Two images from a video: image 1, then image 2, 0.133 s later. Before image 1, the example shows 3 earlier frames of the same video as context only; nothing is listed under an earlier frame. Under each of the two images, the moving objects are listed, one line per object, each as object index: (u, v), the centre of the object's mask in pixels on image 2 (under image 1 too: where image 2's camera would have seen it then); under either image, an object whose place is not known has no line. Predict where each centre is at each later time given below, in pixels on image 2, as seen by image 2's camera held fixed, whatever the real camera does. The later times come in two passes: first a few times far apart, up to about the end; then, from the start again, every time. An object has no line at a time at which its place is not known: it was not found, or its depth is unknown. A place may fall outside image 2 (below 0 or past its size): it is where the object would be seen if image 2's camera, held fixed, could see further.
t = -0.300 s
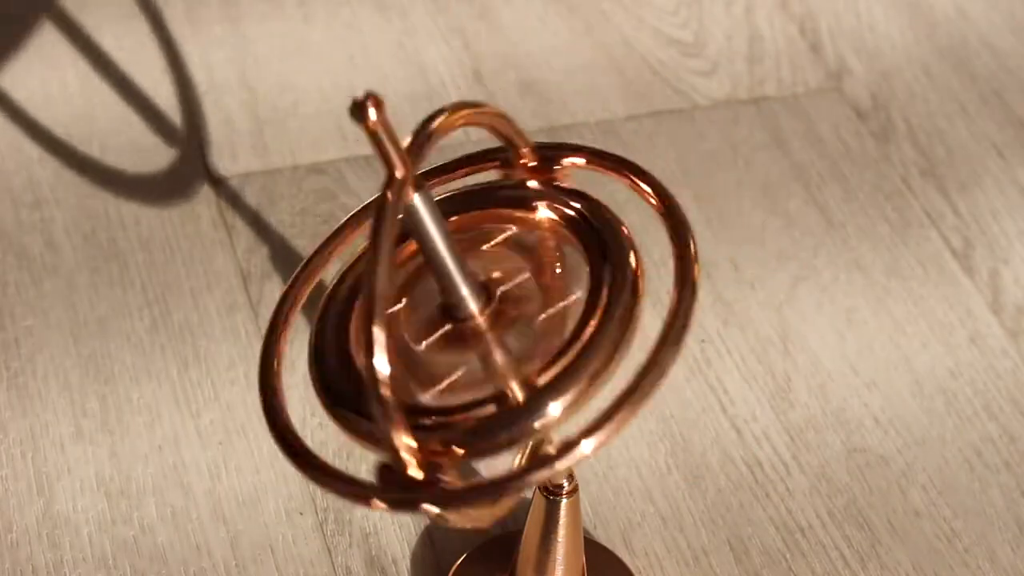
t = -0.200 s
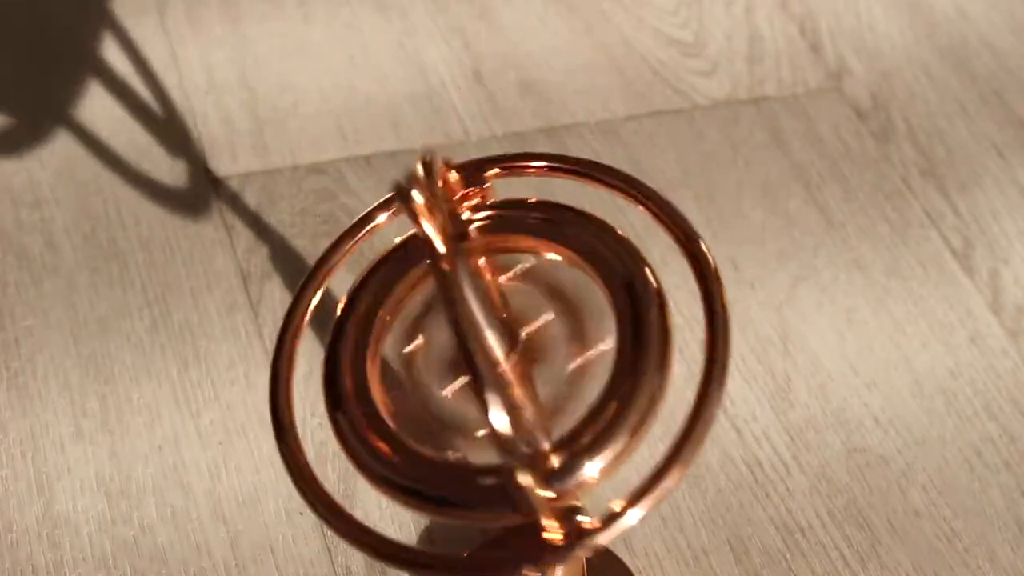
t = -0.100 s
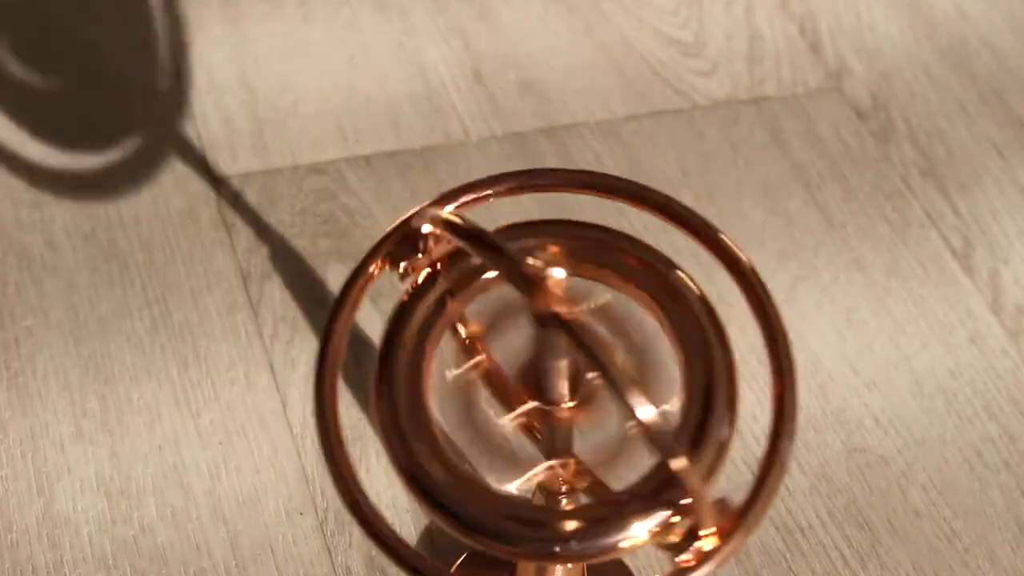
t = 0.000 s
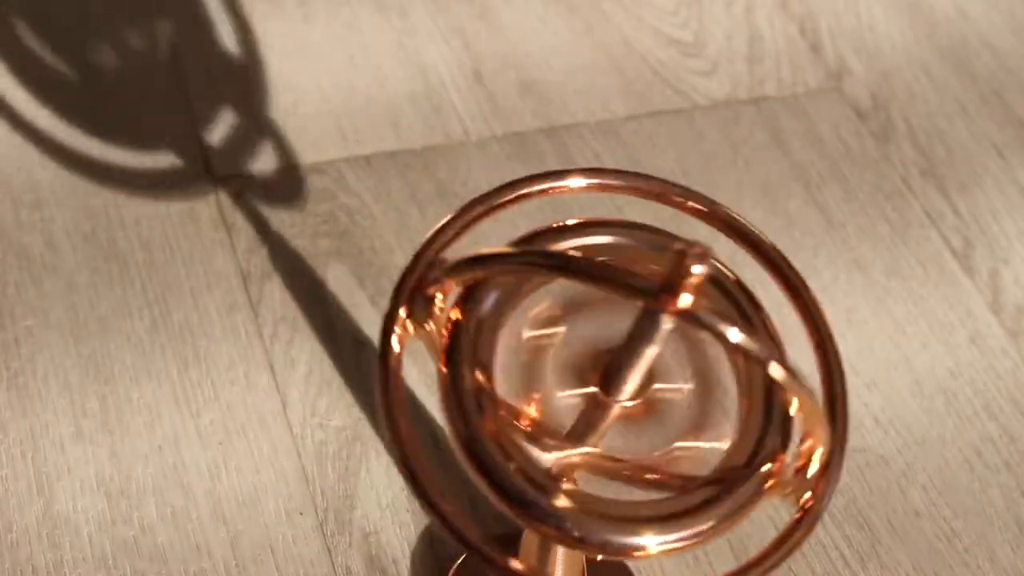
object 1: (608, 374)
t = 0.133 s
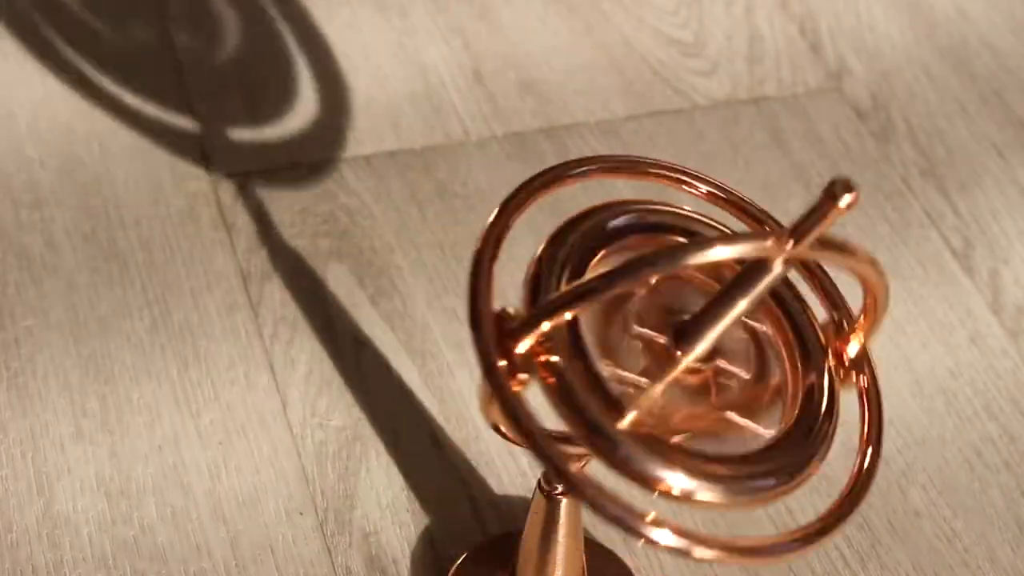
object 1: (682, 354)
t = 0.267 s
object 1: (677, 294)
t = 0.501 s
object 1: (568, 239)
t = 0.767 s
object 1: (470, 316)
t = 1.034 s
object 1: (580, 381)
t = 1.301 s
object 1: (693, 297)
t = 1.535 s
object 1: (578, 233)
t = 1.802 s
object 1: (470, 310)
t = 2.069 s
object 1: (586, 382)
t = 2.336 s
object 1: (688, 308)
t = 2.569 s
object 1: (582, 244)
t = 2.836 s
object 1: (464, 315)
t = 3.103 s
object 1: (586, 379)
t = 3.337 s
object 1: (696, 316)
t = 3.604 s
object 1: (562, 230)
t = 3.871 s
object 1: (464, 336)
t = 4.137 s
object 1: (618, 386)
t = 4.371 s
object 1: (695, 303)
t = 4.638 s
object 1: (533, 232)
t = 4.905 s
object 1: (475, 365)
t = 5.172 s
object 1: (649, 376)
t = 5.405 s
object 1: (683, 272)
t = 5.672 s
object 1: (487, 247)
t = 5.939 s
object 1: (520, 377)
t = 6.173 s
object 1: (674, 366)
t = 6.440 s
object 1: (644, 244)
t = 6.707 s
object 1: (446, 283)
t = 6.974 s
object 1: (569, 392)
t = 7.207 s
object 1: (708, 341)
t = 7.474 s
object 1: (565, 228)
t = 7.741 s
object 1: (452, 353)
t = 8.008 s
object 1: (643, 389)
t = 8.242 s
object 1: (696, 280)
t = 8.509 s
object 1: (476, 249)
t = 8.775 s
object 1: (525, 389)
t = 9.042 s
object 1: (712, 356)
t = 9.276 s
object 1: (607, 232)
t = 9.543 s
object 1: (438, 330)
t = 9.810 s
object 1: (624, 397)
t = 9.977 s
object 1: (719, 334)
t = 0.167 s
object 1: (687, 337)
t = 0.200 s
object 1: (686, 321)
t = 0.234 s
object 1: (682, 306)
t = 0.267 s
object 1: (677, 294)
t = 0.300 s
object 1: (671, 282)
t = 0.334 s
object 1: (660, 271)
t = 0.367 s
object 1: (645, 259)
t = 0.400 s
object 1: (626, 250)
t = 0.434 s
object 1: (606, 244)
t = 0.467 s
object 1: (586, 241)
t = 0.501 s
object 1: (568, 239)
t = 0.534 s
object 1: (551, 238)
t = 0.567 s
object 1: (530, 241)
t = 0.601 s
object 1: (511, 245)
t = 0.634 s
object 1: (491, 254)
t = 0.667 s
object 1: (477, 266)
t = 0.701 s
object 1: (468, 280)
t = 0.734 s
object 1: (465, 296)
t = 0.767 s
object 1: (470, 316)
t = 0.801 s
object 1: (480, 338)
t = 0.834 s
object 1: (488, 355)
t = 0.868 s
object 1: (503, 370)
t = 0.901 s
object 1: (507, 369)
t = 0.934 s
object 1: (524, 374)
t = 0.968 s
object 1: (543, 378)
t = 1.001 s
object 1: (575, 383)
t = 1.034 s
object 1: (580, 381)
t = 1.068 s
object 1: (601, 379)
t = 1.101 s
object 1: (623, 377)
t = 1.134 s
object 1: (653, 374)
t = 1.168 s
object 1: (667, 363)
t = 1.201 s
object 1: (677, 346)
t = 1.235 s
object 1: (685, 328)
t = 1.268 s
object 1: (692, 312)
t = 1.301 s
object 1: (693, 297)
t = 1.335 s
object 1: (688, 282)
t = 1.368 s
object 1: (676, 267)
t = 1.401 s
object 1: (659, 255)
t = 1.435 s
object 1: (641, 246)
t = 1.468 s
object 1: (620, 240)
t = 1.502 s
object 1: (601, 235)
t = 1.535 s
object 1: (578, 233)
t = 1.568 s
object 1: (557, 233)
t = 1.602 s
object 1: (534, 236)
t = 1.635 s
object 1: (514, 243)
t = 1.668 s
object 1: (499, 251)
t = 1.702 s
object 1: (486, 262)
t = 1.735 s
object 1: (477, 276)
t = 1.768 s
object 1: (471, 292)
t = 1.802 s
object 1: (470, 310)
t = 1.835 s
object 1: (473, 328)
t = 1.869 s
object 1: (481, 347)
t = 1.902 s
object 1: (494, 364)
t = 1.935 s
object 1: (524, 367)
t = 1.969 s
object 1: (542, 372)
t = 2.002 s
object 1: (561, 375)
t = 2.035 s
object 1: (578, 377)
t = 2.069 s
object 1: (586, 382)
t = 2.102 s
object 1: (606, 379)
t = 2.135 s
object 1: (631, 373)
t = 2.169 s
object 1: (647, 366)
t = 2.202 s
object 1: (666, 371)
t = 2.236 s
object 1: (681, 355)
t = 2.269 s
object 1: (688, 339)
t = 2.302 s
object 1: (690, 324)
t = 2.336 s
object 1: (688, 308)
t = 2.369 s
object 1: (683, 293)
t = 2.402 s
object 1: (674, 279)
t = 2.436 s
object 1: (660, 265)
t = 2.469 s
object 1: (643, 255)
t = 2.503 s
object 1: (623, 249)
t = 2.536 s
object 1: (602, 245)
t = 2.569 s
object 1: (582, 244)
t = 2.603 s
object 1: (561, 244)
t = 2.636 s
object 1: (541, 245)
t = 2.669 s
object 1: (520, 249)
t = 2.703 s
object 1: (502, 255)
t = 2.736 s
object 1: (486, 265)
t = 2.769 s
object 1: (474, 280)
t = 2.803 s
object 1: (466, 296)
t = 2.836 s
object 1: (464, 315)
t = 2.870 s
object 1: (469, 334)
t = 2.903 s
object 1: (481, 352)
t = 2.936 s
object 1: (496, 367)
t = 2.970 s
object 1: (509, 360)
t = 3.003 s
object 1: (525, 367)
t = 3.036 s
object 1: (543, 374)
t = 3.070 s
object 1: (563, 378)
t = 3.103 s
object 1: (586, 379)
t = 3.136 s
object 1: (607, 375)
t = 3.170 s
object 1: (626, 372)
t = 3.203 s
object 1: (655, 376)
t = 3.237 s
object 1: (672, 366)
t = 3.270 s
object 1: (685, 350)
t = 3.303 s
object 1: (692, 334)
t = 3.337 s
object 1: (696, 316)
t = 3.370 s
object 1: (694, 297)
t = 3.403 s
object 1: (686, 279)
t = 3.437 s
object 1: (672, 265)
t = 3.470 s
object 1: (655, 254)
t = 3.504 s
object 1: (636, 244)
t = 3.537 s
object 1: (614, 237)
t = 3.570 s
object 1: (589, 232)
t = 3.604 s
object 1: (562, 230)
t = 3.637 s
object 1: (535, 233)
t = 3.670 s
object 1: (511, 239)
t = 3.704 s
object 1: (493, 247)
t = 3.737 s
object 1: (479, 259)
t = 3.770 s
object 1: (468, 274)
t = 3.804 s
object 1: (462, 292)
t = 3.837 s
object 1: (460, 314)
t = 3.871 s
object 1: (464, 336)
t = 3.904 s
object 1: (474, 356)
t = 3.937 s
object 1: (491, 373)
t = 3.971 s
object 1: (521, 371)
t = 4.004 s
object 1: (539, 376)
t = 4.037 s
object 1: (558, 381)
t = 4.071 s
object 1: (577, 384)
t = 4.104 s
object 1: (594, 387)
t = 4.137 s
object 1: (618, 386)
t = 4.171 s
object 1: (643, 376)
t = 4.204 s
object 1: (661, 367)
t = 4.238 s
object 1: (682, 369)
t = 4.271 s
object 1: (690, 353)
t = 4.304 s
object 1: (695, 337)
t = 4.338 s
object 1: (696, 321)
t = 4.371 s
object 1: (695, 303)
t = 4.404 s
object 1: (689, 285)
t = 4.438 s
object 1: (678, 268)
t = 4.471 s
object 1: (659, 253)
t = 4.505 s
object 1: (636, 243)
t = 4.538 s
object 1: (610, 235)
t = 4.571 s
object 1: (584, 231)
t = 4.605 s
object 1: (558, 230)
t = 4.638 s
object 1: (533, 232)
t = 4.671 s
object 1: (507, 238)
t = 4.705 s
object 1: (483, 248)
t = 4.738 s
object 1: (465, 262)
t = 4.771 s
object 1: (455, 282)
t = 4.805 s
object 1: (454, 303)
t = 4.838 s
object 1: (457, 325)
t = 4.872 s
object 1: (464, 345)
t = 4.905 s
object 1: (475, 365)
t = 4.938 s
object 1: (503, 367)
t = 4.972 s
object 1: (520, 377)
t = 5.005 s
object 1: (541, 383)
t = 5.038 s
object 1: (564, 387)
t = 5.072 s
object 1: (583, 391)
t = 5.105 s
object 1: (608, 388)
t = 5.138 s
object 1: (629, 385)
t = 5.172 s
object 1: (649, 376)
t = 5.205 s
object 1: (667, 366)
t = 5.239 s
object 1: (691, 367)
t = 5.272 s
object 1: (700, 348)
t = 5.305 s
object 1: (704, 328)
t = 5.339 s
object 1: (702, 307)
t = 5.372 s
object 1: (695, 288)
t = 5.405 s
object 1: (683, 272)
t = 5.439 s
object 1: (668, 258)
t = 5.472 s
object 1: (647, 246)
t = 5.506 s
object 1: (621, 236)
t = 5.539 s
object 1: (592, 230)
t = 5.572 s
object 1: (561, 228)
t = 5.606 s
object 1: (533, 231)
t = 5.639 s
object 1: (507, 238)
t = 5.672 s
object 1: (487, 247)
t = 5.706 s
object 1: (470, 259)
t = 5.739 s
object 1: (457, 275)
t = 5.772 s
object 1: (450, 297)
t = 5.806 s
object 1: (450, 321)
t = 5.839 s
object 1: (456, 346)
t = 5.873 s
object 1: (470, 367)
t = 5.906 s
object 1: (501, 370)
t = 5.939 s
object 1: (520, 377)
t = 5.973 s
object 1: (540, 383)
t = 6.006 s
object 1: (561, 387)
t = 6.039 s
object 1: (584, 390)
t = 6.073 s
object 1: (605, 394)
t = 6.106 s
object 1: (636, 385)
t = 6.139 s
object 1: (655, 379)
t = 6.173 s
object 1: (674, 366)
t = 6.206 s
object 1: (694, 366)
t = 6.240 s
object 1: (701, 347)
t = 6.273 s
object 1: (704, 329)
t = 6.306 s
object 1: (704, 310)
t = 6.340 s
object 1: (699, 291)
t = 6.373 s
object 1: (688, 273)
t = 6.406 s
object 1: (670, 256)
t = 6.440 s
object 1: (644, 244)
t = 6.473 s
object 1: (616, 234)
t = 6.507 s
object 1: (586, 230)
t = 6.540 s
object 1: (557, 229)
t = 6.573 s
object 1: (529, 232)
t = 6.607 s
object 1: (503, 238)
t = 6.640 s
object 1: (480, 248)
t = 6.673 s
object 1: (459, 263)
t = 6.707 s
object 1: (446, 283)
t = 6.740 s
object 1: (443, 307)
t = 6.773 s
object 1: (448, 332)
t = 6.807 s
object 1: (457, 354)
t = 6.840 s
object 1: (474, 373)
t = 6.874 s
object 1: (503, 373)
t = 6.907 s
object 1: (522, 382)
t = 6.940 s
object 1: (543, 388)
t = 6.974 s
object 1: (569, 392)
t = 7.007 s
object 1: (596, 394)
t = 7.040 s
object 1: (620, 394)
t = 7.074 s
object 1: (645, 386)
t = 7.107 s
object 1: (666, 373)
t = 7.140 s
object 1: (689, 376)
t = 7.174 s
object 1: (701, 360)
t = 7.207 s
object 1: (708, 341)
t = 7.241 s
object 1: (711, 320)
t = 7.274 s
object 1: (707, 300)
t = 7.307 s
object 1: (697, 280)
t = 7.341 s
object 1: (679, 262)
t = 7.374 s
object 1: (654, 247)
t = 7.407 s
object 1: (626, 237)
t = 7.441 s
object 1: (596, 230)
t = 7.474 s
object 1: (565, 228)
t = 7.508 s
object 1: (535, 230)
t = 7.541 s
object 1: (506, 237)
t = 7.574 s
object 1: (482, 247)
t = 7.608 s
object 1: (461, 261)
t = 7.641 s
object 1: (448, 280)
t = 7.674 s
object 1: (442, 303)
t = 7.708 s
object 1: (444, 328)
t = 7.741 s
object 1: (452, 353)
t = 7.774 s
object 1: (467, 373)
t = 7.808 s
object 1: (497, 374)
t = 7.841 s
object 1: (518, 384)
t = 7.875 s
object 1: (541, 389)
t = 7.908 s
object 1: (567, 393)
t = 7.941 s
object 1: (593, 395)
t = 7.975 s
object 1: (618, 396)
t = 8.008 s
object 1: (643, 389)
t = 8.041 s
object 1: (668, 375)
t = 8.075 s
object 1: (692, 379)
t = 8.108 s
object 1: (704, 361)
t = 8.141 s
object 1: (710, 341)
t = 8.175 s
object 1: (711, 320)
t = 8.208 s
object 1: (706, 300)
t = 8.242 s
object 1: (696, 280)
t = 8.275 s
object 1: (679, 263)
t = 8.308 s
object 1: (655, 248)
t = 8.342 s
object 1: (626, 237)
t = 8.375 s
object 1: (593, 230)
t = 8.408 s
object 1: (560, 228)
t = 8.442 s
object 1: (529, 231)
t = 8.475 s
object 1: (501, 238)
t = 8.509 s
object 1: (476, 249)
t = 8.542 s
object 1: (456, 263)
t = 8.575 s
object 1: (442, 283)
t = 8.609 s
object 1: (437, 308)
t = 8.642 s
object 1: (440, 335)
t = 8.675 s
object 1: (450, 361)
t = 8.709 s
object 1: (480, 372)
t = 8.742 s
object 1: (503, 381)
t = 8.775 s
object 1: (525, 389)
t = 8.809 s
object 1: (550, 393)
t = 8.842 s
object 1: (576, 396)
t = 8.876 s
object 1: (600, 400)
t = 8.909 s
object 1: (629, 397)
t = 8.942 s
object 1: (655, 390)
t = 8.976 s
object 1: (677, 378)
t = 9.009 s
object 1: (702, 376)
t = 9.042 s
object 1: (712, 356)
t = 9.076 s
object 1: (716, 333)
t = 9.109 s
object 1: (714, 311)
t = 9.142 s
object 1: (706, 290)
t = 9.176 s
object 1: (692, 271)
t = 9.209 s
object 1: (669, 254)
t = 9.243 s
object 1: (640, 241)
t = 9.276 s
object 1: (607, 232)
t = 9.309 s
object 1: (572, 228)
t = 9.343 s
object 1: (538, 229)
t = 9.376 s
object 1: (506, 236)
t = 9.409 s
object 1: (480, 246)
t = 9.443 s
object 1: (460, 260)
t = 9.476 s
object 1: (445, 279)
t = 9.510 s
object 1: (437, 303)
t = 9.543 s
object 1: (438, 330)
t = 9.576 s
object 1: (444, 357)
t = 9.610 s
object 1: (473, 367)
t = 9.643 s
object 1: (493, 378)
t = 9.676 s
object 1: (516, 388)
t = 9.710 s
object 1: (541, 393)
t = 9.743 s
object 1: (569, 396)
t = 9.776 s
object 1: (594, 399)
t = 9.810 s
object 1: (624, 397)
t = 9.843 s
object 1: (650, 390)
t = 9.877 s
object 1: (674, 380)
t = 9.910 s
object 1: (703, 377)
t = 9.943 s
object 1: (714, 359)
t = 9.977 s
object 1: (719, 334)
